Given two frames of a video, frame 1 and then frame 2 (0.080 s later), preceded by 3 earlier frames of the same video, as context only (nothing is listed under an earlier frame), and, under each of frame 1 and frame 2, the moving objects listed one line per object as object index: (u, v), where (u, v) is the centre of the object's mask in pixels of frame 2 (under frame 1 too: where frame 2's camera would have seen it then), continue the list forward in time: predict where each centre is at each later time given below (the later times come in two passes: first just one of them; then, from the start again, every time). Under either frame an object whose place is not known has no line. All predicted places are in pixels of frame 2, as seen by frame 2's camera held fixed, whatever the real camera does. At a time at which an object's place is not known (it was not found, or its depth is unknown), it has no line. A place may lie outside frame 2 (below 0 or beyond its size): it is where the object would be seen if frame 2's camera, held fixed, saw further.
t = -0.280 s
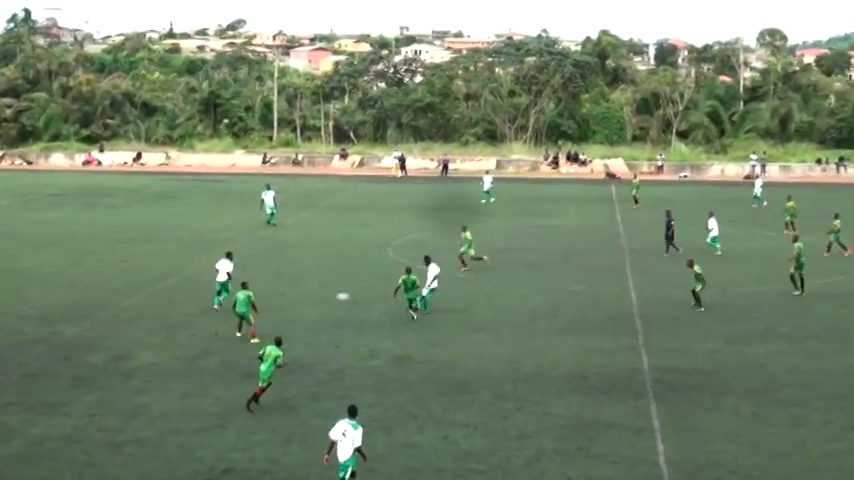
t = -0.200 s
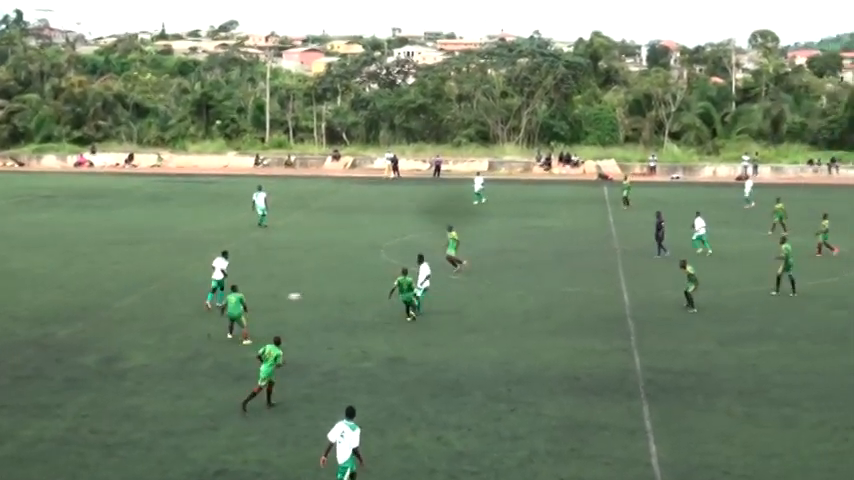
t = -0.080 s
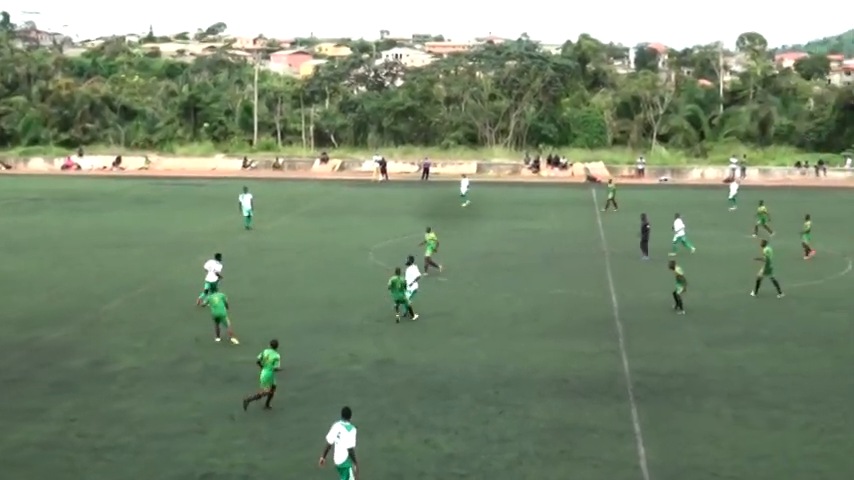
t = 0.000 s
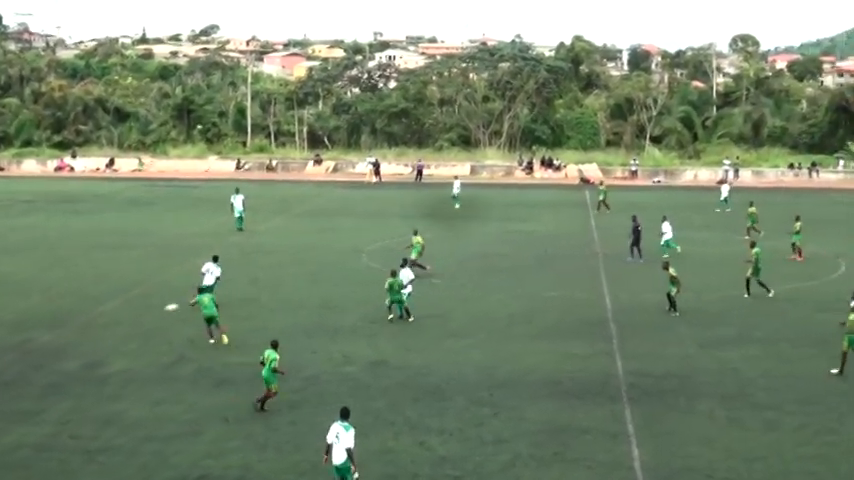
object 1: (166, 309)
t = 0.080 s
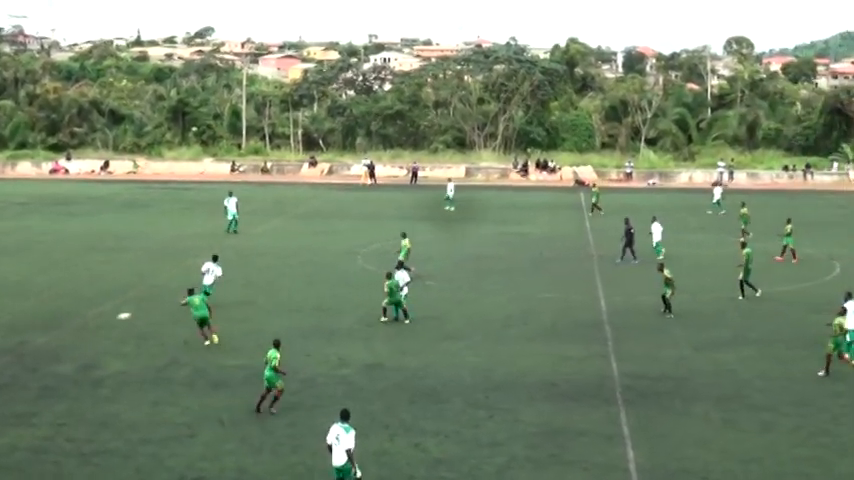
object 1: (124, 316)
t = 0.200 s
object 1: (62, 327)
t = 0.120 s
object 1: (103, 320)
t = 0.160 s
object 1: (81, 325)
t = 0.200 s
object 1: (62, 327)
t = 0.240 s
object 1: (45, 324)
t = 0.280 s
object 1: (28, 321)
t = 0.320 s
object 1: (10, 320)
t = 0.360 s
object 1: (-8, 319)
